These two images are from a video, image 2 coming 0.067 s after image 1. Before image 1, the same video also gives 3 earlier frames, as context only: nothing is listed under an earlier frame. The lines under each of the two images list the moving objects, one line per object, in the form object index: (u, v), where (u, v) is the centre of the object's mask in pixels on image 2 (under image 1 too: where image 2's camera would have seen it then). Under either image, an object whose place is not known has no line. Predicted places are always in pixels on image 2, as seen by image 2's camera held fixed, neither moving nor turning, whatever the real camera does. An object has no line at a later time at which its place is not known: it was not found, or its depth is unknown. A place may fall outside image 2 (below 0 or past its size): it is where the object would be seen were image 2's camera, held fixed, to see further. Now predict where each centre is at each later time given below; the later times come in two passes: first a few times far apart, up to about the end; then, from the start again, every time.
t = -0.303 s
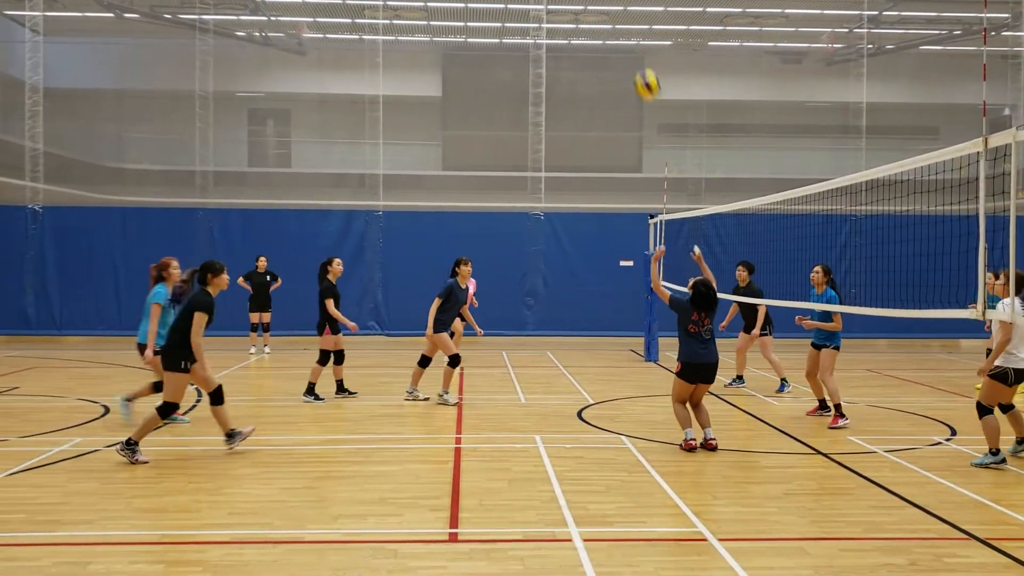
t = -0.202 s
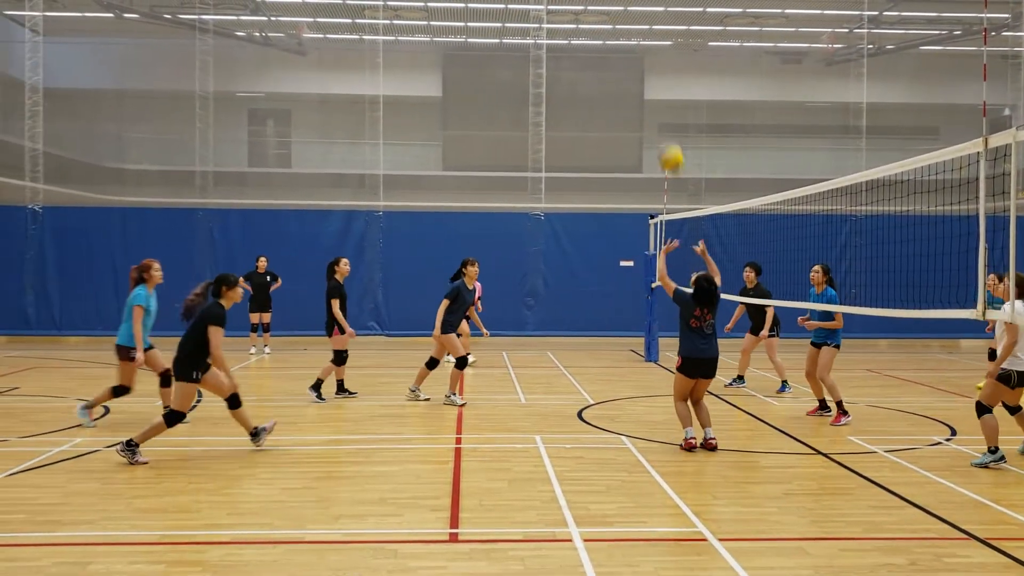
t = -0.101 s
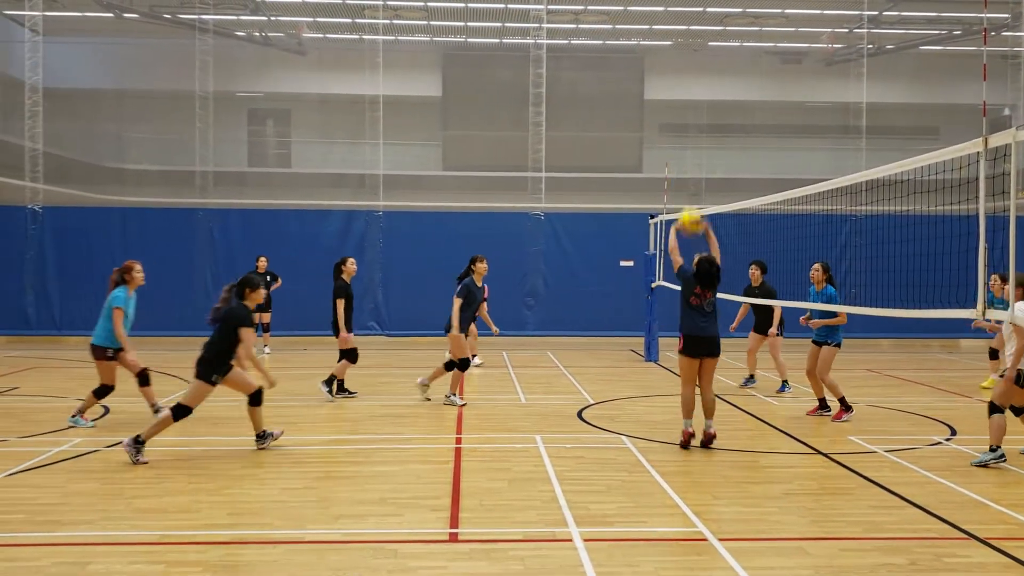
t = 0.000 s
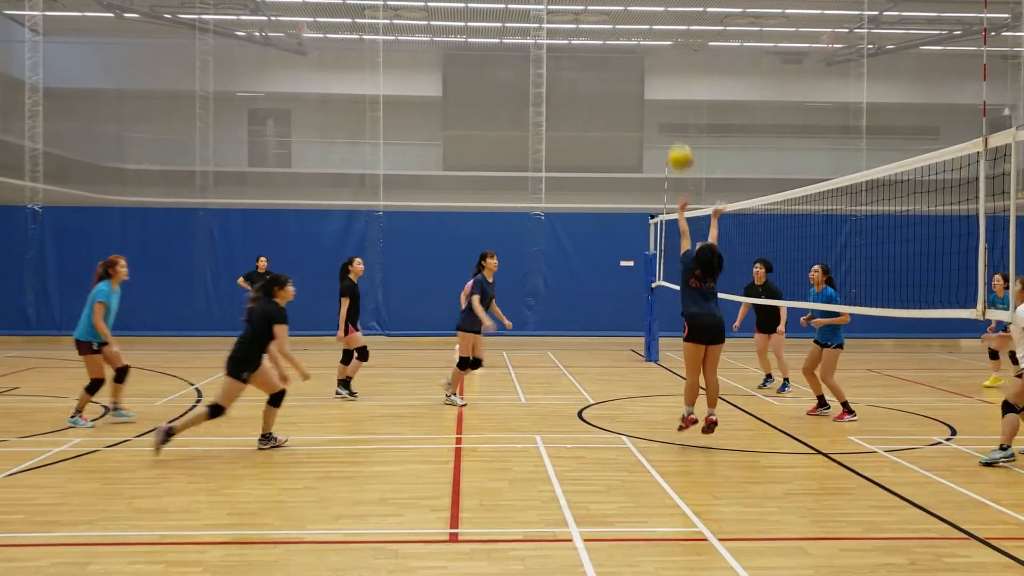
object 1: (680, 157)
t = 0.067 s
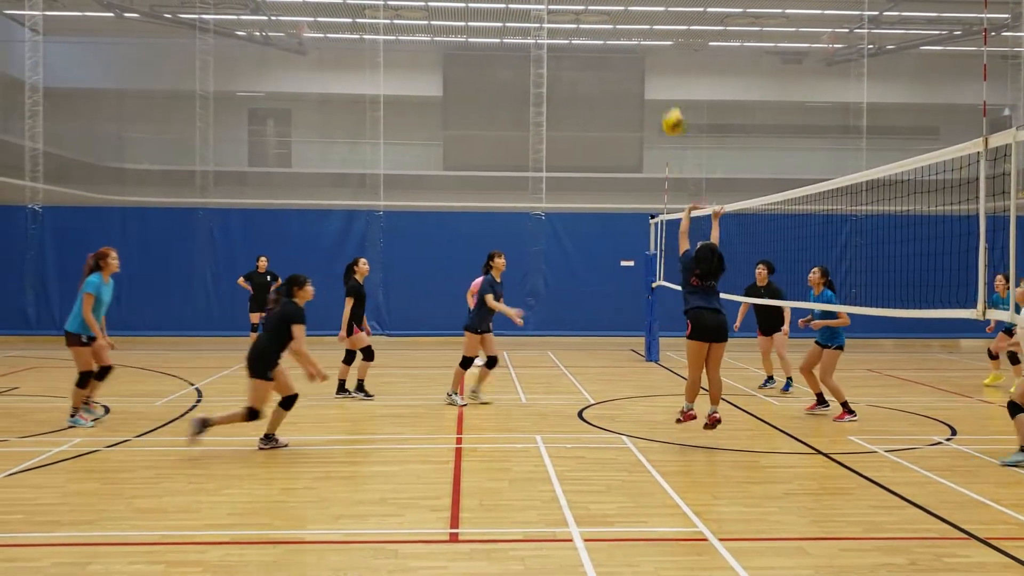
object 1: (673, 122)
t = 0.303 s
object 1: (652, 44)
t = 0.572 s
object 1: (629, 30)
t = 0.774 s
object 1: (613, 65)
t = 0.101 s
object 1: (670, 106)
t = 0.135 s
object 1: (668, 93)
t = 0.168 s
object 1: (665, 80)
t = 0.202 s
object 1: (661, 69)
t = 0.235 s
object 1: (658, 60)
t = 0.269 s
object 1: (655, 51)
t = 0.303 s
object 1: (652, 44)
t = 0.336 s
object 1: (650, 39)
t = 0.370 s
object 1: (647, 33)
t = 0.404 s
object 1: (644, 30)
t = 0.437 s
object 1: (641, 28)
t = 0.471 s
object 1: (638, 27)
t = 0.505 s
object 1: (635, 28)
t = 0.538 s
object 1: (632, 29)
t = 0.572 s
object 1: (629, 30)
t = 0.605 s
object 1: (626, 34)
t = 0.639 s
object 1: (624, 38)
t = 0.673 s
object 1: (621, 43)
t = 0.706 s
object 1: (618, 50)
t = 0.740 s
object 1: (615, 57)
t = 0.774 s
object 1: (613, 65)
